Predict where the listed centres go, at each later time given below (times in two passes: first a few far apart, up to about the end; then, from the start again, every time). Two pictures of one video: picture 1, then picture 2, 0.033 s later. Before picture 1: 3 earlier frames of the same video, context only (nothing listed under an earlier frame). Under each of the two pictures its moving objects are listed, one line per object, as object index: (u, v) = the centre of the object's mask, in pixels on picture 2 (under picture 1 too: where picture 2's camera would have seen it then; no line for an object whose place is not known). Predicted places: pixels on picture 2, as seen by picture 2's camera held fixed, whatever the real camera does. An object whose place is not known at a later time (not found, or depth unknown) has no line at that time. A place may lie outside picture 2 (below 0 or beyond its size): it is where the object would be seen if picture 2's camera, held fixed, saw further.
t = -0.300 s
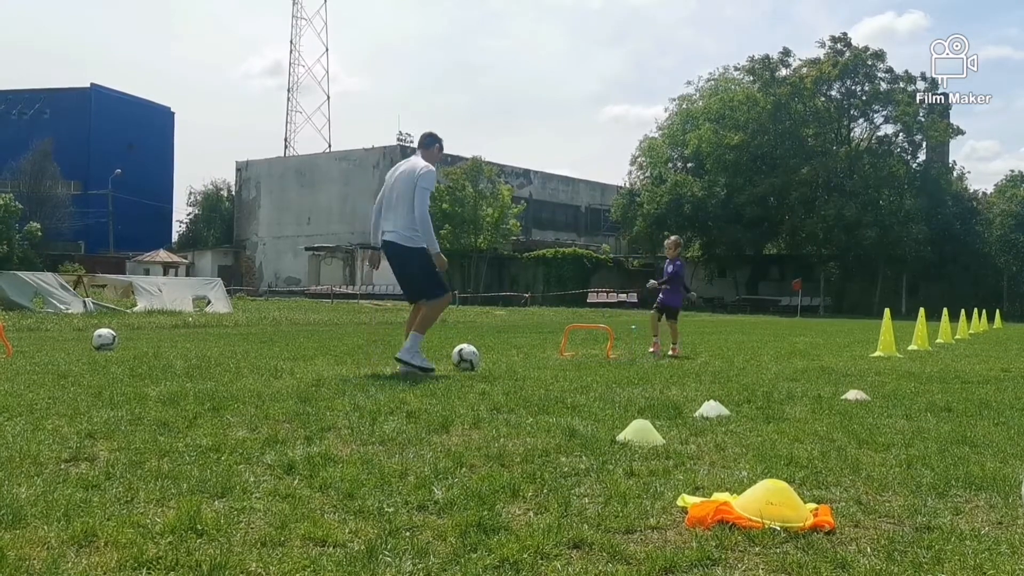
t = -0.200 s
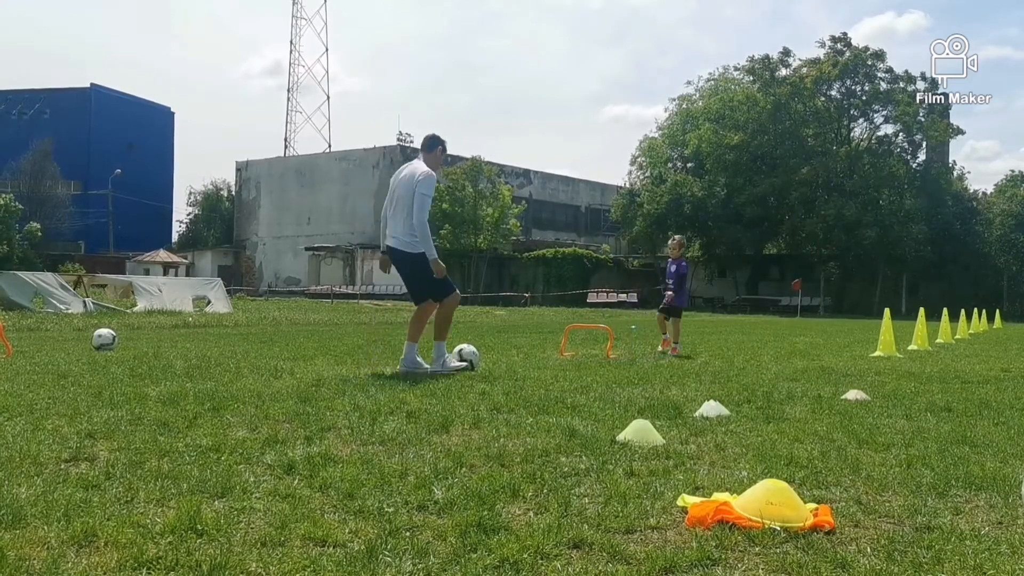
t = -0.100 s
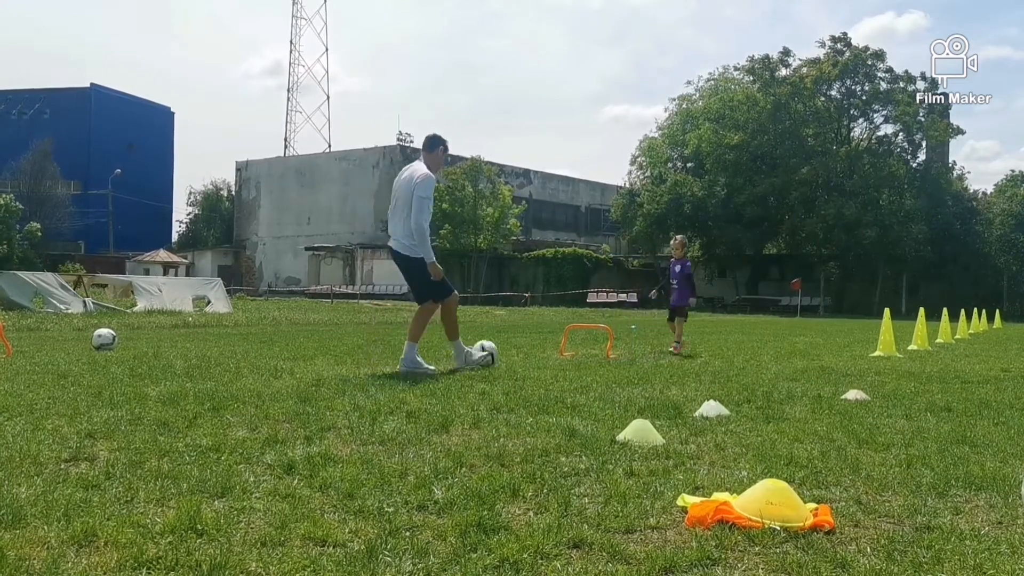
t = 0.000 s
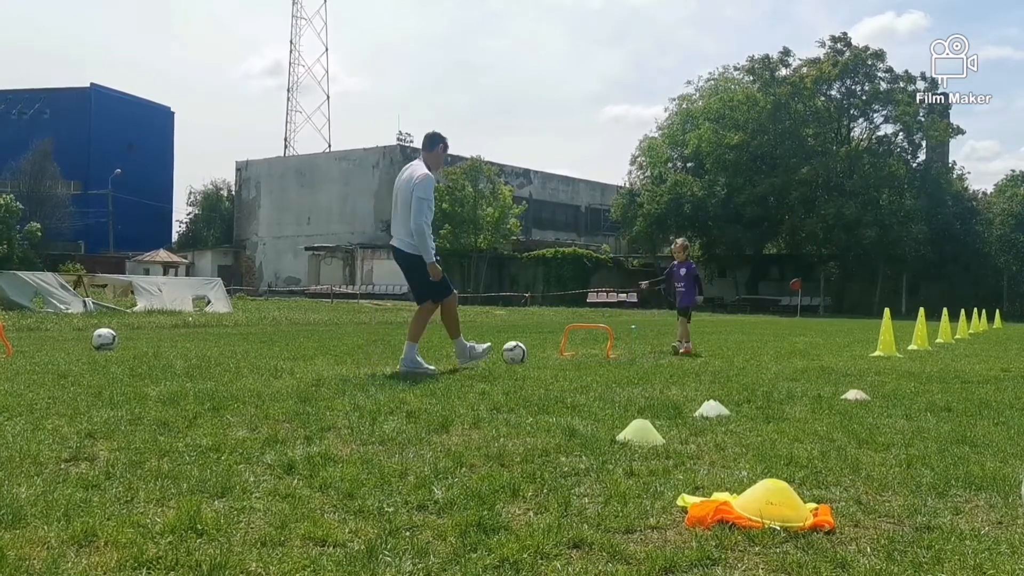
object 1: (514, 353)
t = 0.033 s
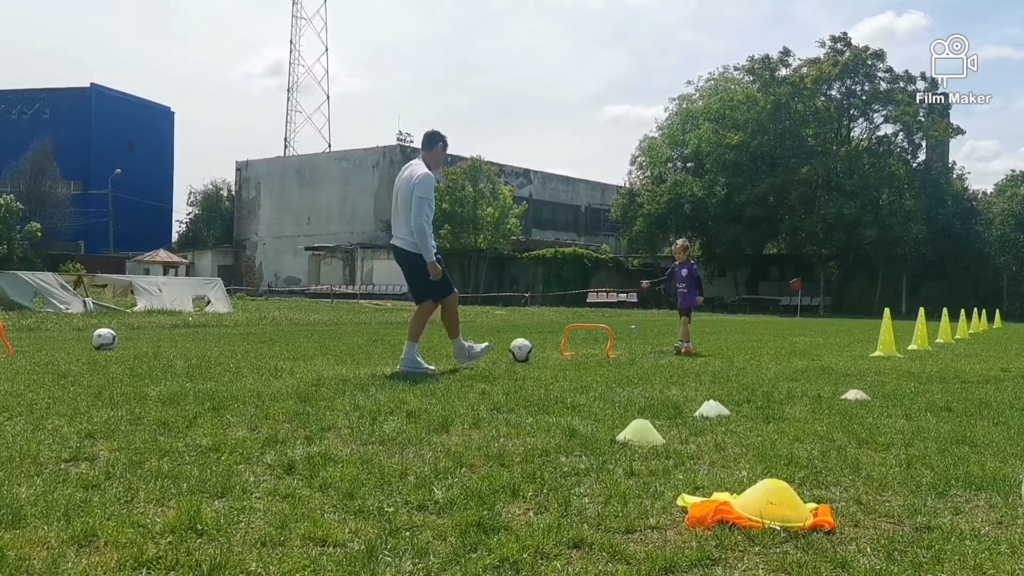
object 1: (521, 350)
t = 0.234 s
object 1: (554, 347)
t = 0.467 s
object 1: (579, 342)
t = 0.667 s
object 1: (596, 342)
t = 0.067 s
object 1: (527, 349)
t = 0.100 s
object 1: (534, 349)
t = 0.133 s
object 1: (539, 349)
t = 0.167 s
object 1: (545, 351)
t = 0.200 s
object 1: (550, 349)
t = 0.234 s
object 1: (554, 347)
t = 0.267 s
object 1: (558, 347)
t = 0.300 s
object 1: (562, 347)
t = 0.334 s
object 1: (565, 349)
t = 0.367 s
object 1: (569, 347)
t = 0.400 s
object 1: (573, 343)
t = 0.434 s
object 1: (576, 342)
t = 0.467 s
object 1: (579, 342)
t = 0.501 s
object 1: (582, 343)
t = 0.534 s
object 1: (585, 344)
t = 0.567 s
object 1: (587, 344)
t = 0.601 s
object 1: (591, 343)
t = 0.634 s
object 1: (594, 342)
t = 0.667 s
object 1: (596, 342)
